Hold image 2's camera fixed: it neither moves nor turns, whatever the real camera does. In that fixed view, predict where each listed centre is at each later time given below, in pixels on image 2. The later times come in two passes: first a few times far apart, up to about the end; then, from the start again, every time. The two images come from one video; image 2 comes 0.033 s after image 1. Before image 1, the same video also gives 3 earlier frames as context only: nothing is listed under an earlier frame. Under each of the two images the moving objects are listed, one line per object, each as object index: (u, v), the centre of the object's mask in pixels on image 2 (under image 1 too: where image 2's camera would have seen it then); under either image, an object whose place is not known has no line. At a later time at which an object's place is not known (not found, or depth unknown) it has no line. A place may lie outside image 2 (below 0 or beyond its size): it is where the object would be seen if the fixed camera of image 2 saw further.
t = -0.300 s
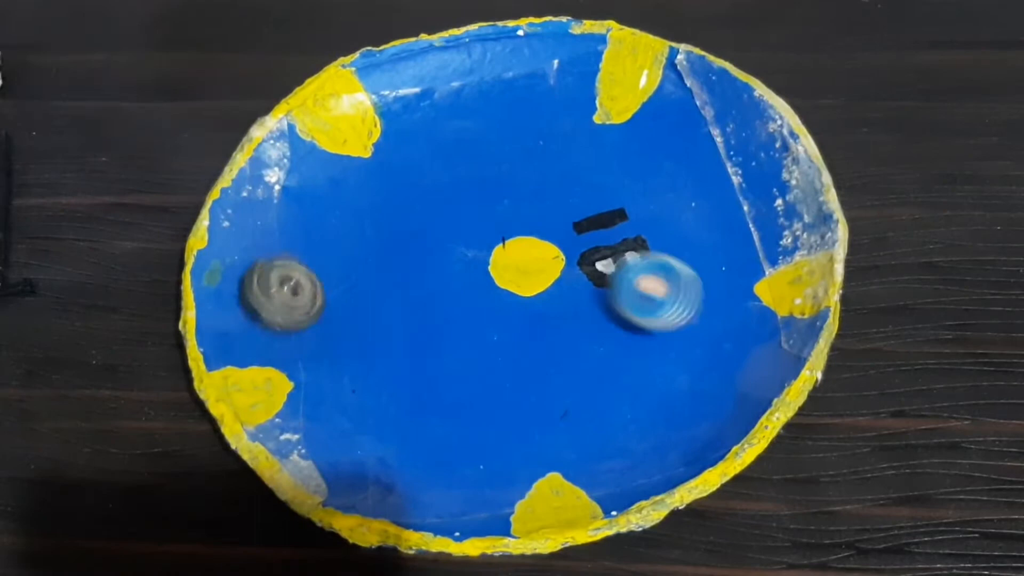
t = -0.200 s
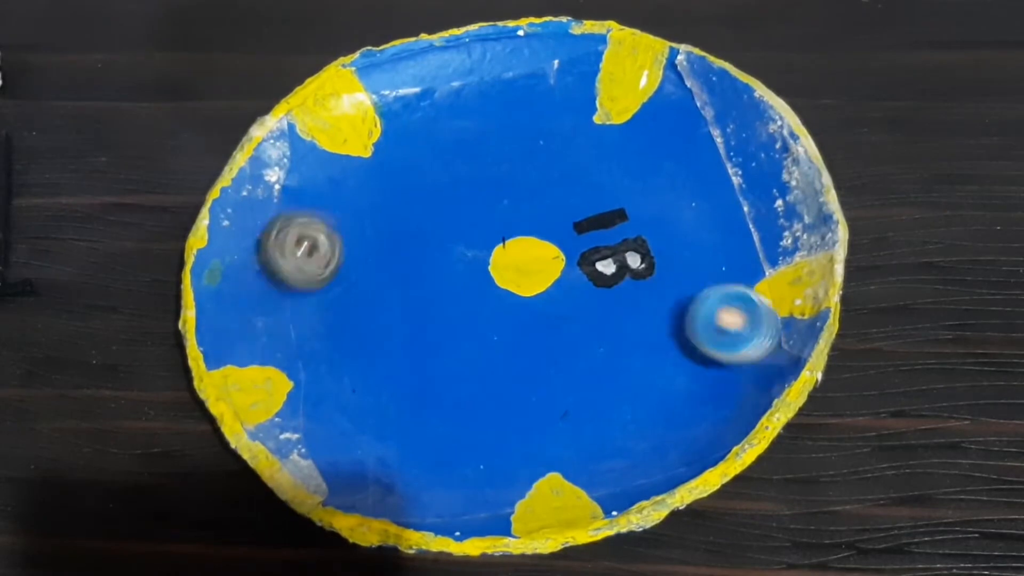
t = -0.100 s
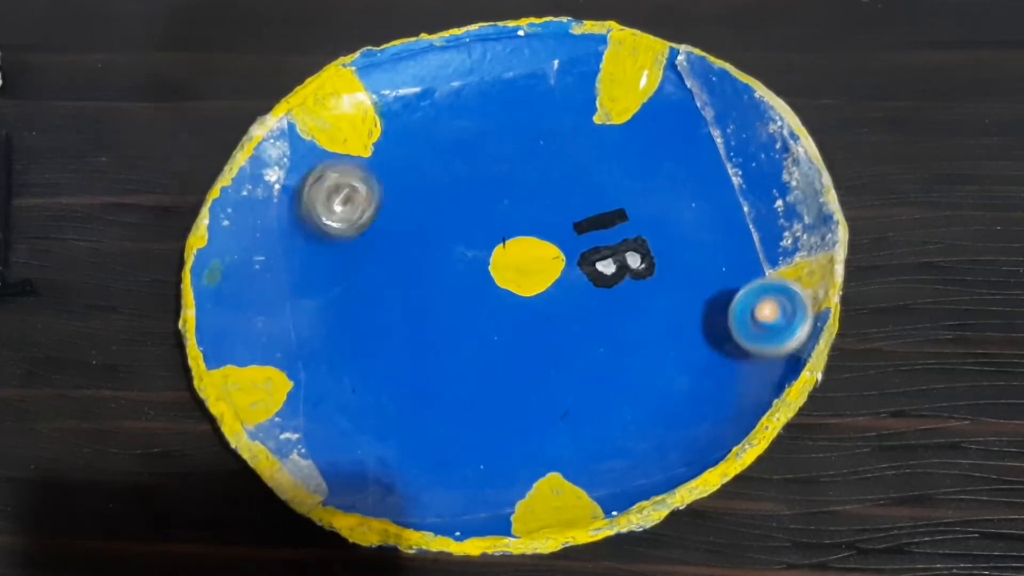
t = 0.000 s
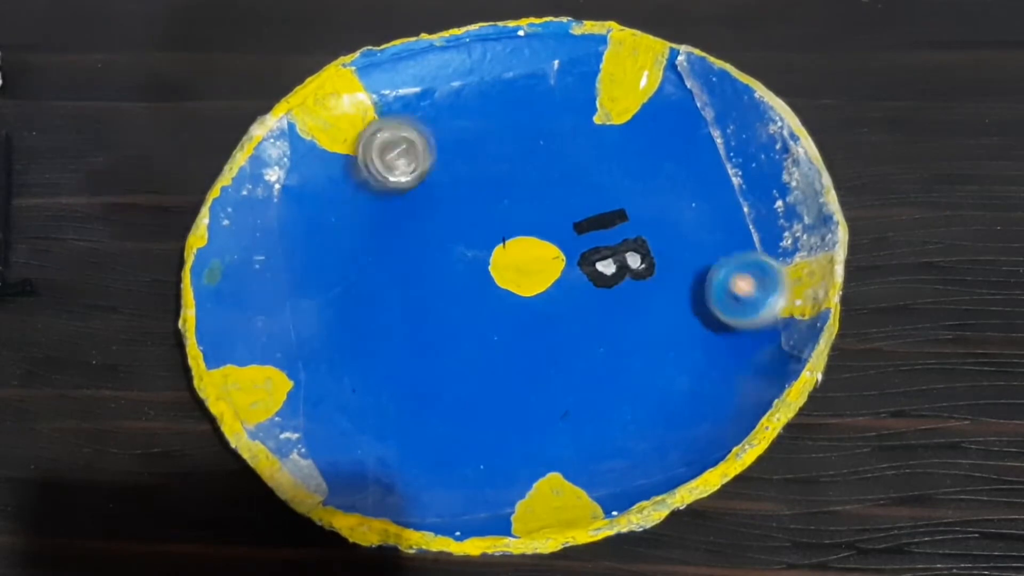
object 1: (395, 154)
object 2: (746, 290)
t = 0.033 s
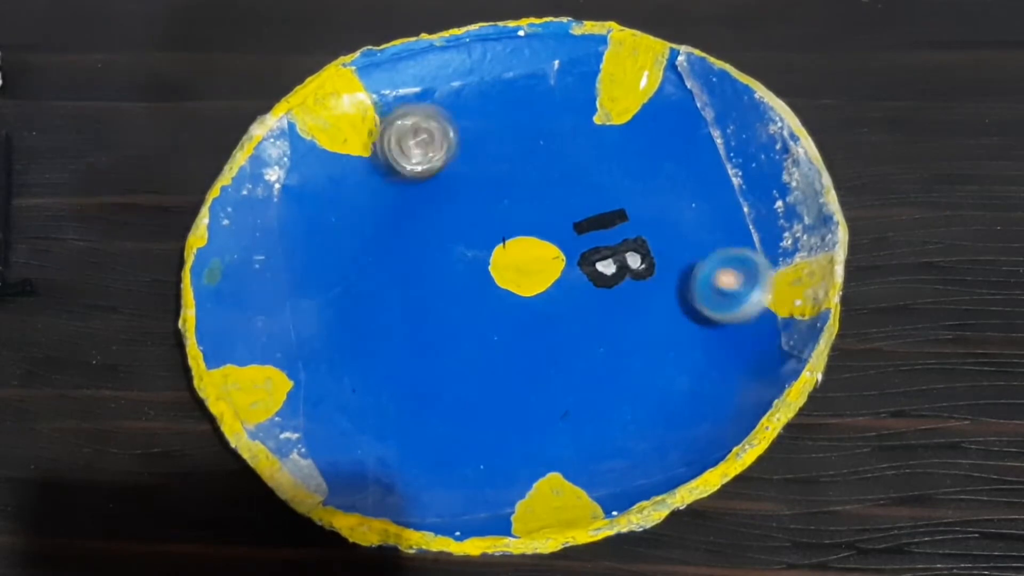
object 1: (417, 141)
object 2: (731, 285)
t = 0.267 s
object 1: (567, 107)
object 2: (679, 278)
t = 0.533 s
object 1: (701, 184)
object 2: (645, 383)
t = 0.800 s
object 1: (717, 327)
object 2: (529, 445)
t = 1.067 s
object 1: (557, 417)
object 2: (445, 427)
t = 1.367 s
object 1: (452, 392)
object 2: (300, 364)
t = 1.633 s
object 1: (437, 352)
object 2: (316, 302)
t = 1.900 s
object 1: (467, 350)
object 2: (332, 199)
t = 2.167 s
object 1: (453, 383)
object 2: (398, 151)
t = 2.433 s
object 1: (401, 392)
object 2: (503, 118)
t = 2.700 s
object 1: (388, 367)
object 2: (624, 129)
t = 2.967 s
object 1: (396, 369)
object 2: (697, 179)
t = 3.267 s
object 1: (380, 386)
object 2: (732, 267)
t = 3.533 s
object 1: (369, 375)
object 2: (705, 337)
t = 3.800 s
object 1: (375, 383)
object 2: (635, 390)
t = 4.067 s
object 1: (363, 397)
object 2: (538, 429)
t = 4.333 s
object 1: (376, 396)
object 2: (456, 429)
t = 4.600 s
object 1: (389, 361)
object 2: (524, 436)
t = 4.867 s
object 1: (384, 379)
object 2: (594, 407)
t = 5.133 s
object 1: (372, 381)
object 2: (629, 406)
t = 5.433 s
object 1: (375, 368)
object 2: (693, 352)
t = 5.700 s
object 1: (362, 377)
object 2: (694, 312)
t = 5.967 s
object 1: (356, 382)
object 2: (700, 318)
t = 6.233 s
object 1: (387, 408)
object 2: (719, 297)
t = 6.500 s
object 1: (415, 433)
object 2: (696, 318)
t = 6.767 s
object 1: (448, 445)
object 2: (703, 334)
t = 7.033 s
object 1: (483, 456)
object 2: (679, 347)
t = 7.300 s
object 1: (542, 449)
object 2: (655, 375)
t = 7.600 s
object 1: (599, 430)
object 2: (658, 366)
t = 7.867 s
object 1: (568, 401)
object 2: (715, 331)
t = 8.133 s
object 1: (566, 398)
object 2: (737, 284)
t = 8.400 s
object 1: (563, 431)
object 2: (696, 303)
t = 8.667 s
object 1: (569, 422)
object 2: (677, 351)
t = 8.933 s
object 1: (573, 418)
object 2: (669, 367)
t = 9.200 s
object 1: (572, 417)
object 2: (643, 379)
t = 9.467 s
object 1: (571, 415)
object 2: (643, 404)
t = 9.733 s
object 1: (572, 415)
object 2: (664, 400)
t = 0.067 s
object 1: (437, 132)
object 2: (714, 279)
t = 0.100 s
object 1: (459, 122)
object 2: (699, 274)
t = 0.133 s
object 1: (481, 115)
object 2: (688, 271)
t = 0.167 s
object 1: (504, 110)
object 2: (681, 270)
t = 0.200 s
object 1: (527, 108)
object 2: (679, 268)
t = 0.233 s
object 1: (546, 107)
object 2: (677, 272)
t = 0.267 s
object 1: (567, 107)
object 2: (679, 278)
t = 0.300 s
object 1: (588, 109)
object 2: (681, 288)
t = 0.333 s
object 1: (608, 114)
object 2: (681, 298)
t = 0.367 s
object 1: (621, 121)
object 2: (680, 310)
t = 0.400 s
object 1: (639, 129)
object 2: (677, 322)
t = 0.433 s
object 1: (658, 140)
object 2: (673, 336)
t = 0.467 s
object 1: (675, 153)
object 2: (667, 351)
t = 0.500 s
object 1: (689, 168)
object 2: (657, 366)
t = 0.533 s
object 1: (701, 184)
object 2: (645, 383)
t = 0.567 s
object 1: (713, 203)
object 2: (631, 397)
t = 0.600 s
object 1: (721, 221)
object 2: (614, 409)
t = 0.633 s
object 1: (728, 239)
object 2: (598, 421)
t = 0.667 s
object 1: (733, 258)
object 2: (582, 431)
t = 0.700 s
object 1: (733, 275)
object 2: (566, 439)
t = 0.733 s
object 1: (731, 291)
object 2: (551, 443)
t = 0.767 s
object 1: (725, 308)
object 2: (539, 446)
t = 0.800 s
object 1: (717, 327)
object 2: (529, 445)
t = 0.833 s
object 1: (706, 343)
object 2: (519, 444)
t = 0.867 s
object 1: (691, 359)
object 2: (509, 443)
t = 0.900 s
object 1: (674, 373)
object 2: (500, 439)
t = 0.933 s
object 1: (654, 386)
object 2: (491, 435)
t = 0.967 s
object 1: (632, 396)
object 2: (481, 433)
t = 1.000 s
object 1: (608, 405)
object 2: (469, 431)
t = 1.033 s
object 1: (581, 413)
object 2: (458, 428)
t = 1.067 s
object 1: (557, 417)
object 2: (445, 427)
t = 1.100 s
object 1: (533, 419)
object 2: (435, 422)
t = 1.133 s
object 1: (510, 418)
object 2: (421, 417)
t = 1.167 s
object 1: (499, 418)
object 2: (392, 411)
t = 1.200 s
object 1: (491, 417)
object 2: (365, 402)
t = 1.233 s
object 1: (485, 414)
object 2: (343, 394)
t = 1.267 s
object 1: (475, 411)
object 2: (327, 386)
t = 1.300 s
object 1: (469, 405)
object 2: (313, 379)
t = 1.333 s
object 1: (459, 399)
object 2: (303, 371)
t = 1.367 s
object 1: (452, 392)
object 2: (300, 364)
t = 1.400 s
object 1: (447, 386)
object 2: (302, 358)
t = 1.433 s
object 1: (443, 380)
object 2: (307, 350)
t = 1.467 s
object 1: (440, 374)
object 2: (311, 344)
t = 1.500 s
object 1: (437, 367)
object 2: (312, 338)
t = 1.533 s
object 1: (437, 362)
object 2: (312, 331)
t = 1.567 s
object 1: (438, 357)
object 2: (312, 322)
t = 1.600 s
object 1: (438, 355)
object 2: (314, 313)
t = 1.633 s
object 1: (437, 352)
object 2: (316, 302)
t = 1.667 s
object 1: (439, 348)
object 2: (318, 289)
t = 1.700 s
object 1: (446, 345)
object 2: (320, 274)
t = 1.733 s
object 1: (453, 345)
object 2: (321, 259)
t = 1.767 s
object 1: (453, 345)
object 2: (323, 243)
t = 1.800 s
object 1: (455, 344)
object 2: (324, 230)
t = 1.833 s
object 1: (458, 344)
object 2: (325, 219)
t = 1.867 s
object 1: (465, 345)
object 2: (328, 209)
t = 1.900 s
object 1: (467, 350)
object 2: (332, 199)
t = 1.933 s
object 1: (469, 355)
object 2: (336, 190)
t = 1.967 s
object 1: (468, 360)
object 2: (342, 183)
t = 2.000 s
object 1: (466, 364)
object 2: (350, 177)
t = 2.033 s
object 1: (465, 367)
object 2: (360, 171)
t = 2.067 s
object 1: (464, 369)
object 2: (369, 166)
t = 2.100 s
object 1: (464, 373)
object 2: (379, 161)
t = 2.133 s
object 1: (460, 379)
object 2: (388, 156)
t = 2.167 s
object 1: (453, 383)
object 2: (398, 151)
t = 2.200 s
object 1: (446, 386)
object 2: (410, 147)
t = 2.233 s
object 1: (438, 391)
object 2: (420, 143)
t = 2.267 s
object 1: (430, 394)
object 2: (433, 138)
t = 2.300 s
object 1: (425, 394)
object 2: (447, 133)
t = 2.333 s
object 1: (418, 396)
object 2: (460, 127)
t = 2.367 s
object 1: (410, 397)
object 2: (473, 123)
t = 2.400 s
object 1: (404, 394)
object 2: (489, 121)
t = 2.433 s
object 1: (401, 392)
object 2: (503, 118)
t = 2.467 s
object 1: (395, 390)
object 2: (518, 116)
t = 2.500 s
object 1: (392, 387)
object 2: (533, 115)
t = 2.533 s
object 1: (391, 384)
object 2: (549, 114)
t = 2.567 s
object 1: (392, 382)
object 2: (564, 115)
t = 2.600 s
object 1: (390, 380)
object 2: (578, 116)
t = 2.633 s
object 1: (387, 377)
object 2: (594, 120)
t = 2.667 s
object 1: (386, 372)
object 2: (608, 125)
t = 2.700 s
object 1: (388, 367)
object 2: (624, 129)
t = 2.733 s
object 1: (388, 366)
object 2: (637, 134)
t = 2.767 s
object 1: (388, 364)
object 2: (647, 139)
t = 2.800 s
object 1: (389, 363)
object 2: (657, 144)
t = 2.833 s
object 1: (391, 362)
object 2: (669, 149)
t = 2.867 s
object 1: (395, 365)
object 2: (678, 156)
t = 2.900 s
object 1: (396, 367)
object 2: (686, 164)
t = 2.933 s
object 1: (397, 369)
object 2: (693, 172)
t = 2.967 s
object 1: (396, 369)
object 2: (697, 179)
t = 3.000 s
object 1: (396, 371)
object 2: (700, 190)
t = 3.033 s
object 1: (395, 375)
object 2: (704, 201)
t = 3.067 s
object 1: (393, 379)
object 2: (709, 211)
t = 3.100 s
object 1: (389, 382)
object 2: (715, 222)
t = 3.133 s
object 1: (386, 383)
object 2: (723, 231)
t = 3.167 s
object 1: (384, 384)
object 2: (727, 240)
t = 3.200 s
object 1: (383, 384)
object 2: (730, 250)
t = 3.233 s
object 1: (383, 385)
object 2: (732, 258)
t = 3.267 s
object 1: (380, 386)
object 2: (732, 267)
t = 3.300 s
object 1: (376, 386)
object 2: (731, 275)
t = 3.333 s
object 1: (372, 384)
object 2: (728, 285)
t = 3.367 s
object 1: (371, 380)
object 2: (725, 294)
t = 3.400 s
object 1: (371, 378)
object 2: (723, 304)
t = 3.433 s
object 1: (371, 378)
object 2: (720, 313)
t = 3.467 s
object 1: (372, 380)
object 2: (717, 322)
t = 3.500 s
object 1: (368, 379)
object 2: (712, 330)
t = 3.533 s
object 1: (369, 375)
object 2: (705, 337)
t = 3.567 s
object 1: (373, 372)
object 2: (697, 343)
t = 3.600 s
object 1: (376, 372)
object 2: (689, 349)
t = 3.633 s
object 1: (374, 376)
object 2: (681, 357)
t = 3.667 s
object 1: (371, 375)
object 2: (672, 364)
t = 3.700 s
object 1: (371, 373)
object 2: (663, 371)
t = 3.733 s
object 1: (373, 373)
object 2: (654, 377)
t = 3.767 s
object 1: (377, 377)
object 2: (644, 384)
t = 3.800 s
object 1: (375, 383)
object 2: (635, 390)
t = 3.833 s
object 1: (371, 386)
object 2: (623, 397)
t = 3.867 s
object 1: (371, 386)
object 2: (611, 402)
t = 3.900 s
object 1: (373, 387)
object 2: (599, 407)
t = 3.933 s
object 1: (373, 389)
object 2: (587, 413)
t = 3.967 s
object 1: (372, 393)
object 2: (574, 418)
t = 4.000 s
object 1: (367, 397)
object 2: (562, 421)
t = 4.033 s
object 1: (363, 398)
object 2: (550, 425)
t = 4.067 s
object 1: (363, 397)
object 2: (538, 429)
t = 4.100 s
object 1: (367, 398)
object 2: (528, 432)
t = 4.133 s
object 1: (369, 401)
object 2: (519, 433)
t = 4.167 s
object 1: (368, 403)
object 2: (509, 432)
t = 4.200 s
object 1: (367, 402)
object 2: (499, 429)
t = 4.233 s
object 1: (370, 399)
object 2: (488, 428)
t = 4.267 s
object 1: (373, 398)
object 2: (477, 428)
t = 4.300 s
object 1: (375, 398)
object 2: (465, 428)
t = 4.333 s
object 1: (376, 396)
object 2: (456, 429)
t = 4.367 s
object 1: (378, 392)
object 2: (454, 432)
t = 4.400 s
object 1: (383, 388)
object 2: (454, 433)
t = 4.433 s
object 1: (385, 384)
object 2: (462, 438)
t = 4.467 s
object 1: (386, 378)
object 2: (476, 443)
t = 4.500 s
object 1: (390, 374)
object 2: (487, 443)
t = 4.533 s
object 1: (388, 371)
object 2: (501, 442)
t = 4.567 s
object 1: (386, 366)
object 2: (513, 440)
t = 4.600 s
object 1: (389, 361)
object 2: (524, 436)
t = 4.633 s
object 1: (393, 360)
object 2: (533, 434)
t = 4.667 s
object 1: (393, 364)
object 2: (544, 433)
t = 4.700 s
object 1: (393, 367)
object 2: (554, 431)
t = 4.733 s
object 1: (389, 370)
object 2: (564, 427)
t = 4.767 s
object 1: (390, 371)
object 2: (573, 421)
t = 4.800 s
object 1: (389, 373)
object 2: (582, 416)
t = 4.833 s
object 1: (387, 376)
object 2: (589, 411)
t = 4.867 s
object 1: (384, 379)
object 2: (594, 407)
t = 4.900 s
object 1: (380, 381)
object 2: (597, 404)
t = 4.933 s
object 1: (377, 383)
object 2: (597, 403)
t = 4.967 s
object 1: (374, 385)
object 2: (599, 405)
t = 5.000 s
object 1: (372, 385)
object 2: (601, 408)
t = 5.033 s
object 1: (372, 384)
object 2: (606, 410)
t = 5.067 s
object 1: (374, 382)
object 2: (613, 410)
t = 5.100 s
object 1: (375, 382)
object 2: (621, 409)
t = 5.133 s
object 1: (372, 381)
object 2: (629, 406)
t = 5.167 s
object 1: (368, 377)
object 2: (637, 401)
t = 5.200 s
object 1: (367, 372)
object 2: (647, 397)
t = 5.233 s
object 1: (369, 368)
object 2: (656, 392)
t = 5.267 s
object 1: (375, 366)
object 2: (663, 385)
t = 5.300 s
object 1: (377, 370)
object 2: (671, 378)
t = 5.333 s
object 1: (375, 372)
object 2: (681, 372)
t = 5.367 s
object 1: (374, 370)
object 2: (686, 367)
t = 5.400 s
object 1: (375, 368)
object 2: (690, 360)
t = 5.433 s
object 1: (375, 368)
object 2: (693, 352)
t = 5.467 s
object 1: (375, 369)
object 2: (698, 344)
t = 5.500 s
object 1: (372, 371)
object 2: (701, 336)
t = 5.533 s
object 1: (369, 373)
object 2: (703, 327)
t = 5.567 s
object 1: (366, 376)
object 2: (703, 320)
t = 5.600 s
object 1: (363, 379)
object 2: (702, 316)
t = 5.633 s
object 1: (360, 380)
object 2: (699, 314)
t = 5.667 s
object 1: (361, 378)
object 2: (696, 313)
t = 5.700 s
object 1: (362, 377)
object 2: (694, 312)
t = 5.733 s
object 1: (359, 379)
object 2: (693, 311)
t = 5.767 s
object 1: (355, 379)
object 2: (693, 311)
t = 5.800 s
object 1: (354, 380)
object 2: (694, 311)
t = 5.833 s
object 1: (352, 381)
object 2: (695, 311)
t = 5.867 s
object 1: (351, 381)
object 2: (698, 312)
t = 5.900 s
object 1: (349, 382)
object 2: (698, 313)
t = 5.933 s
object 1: (348, 383)
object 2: (698, 315)
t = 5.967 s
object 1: (356, 382)
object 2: (700, 318)
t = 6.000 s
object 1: (361, 385)
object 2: (702, 322)
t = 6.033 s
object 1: (368, 389)
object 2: (705, 326)
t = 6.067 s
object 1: (370, 396)
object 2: (709, 328)
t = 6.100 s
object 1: (370, 402)
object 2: (712, 325)
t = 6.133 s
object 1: (370, 404)
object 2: (715, 319)
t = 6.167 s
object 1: (375, 402)
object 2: (719, 311)
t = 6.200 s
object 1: (383, 403)
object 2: (720, 303)
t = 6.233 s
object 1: (387, 408)
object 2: (719, 297)
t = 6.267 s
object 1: (389, 415)
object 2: (717, 295)
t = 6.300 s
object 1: (386, 422)
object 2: (714, 293)
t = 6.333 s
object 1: (385, 423)
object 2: (711, 293)
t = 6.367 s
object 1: (393, 422)
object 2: (707, 296)
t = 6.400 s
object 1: (398, 422)
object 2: (703, 301)
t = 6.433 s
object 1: (407, 424)
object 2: (700, 306)
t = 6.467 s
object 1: (410, 428)
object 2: (698, 312)
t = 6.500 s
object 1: (415, 433)
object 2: (696, 318)
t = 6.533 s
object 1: (415, 435)
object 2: (695, 323)
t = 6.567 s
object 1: (418, 432)
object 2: (695, 330)
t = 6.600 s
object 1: (426, 429)
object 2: (695, 336)
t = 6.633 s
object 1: (431, 430)
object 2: (698, 339)
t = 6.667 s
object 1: (439, 431)
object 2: (700, 340)
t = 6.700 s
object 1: (445, 435)
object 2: (702, 338)
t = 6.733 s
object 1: (448, 441)
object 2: (704, 336)
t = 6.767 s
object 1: (448, 445)
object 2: (703, 334)
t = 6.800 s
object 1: (449, 444)
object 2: (703, 333)
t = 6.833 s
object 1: (457, 442)
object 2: (701, 332)
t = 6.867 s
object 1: (467, 443)
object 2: (698, 330)
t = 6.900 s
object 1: (475, 446)
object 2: (694, 331)
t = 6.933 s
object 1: (481, 451)
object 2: (689, 334)
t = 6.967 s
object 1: (482, 457)
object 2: (684, 338)
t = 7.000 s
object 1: (482, 459)
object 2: (681, 343)
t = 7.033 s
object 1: (483, 456)
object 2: (679, 347)
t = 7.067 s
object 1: (491, 452)
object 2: (677, 352)
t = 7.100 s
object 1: (503, 450)
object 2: (676, 356)
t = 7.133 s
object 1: (515, 451)
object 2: (672, 359)
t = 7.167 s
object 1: (525, 456)
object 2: (669, 361)
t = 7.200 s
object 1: (530, 457)
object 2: (665, 364)
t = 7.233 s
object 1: (533, 454)
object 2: (661, 367)
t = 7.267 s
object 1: (537, 453)
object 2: (657, 371)
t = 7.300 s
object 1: (542, 449)
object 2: (655, 375)
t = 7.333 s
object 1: (550, 448)
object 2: (655, 377)
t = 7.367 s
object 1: (559, 445)
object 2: (657, 376)
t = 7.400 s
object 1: (569, 447)
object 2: (660, 374)
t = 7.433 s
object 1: (575, 446)
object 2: (662, 372)
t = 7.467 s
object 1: (582, 444)
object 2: (664, 370)
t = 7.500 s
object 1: (586, 441)
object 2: (664, 367)
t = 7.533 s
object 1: (592, 438)
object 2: (661, 366)
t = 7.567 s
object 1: (595, 434)
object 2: (658, 366)
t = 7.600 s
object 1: (599, 430)
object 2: (658, 366)
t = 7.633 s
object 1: (592, 430)
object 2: (669, 359)
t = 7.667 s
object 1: (588, 427)
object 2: (676, 354)
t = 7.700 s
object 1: (585, 423)
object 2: (681, 349)
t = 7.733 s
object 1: (582, 415)
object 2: (688, 346)
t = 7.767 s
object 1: (579, 410)
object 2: (695, 342)
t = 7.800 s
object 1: (575, 407)
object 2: (703, 338)
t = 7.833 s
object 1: (570, 404)
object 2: (709, 335)
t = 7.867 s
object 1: (568, 401)
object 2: (715, 331)
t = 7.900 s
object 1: (565, 397)
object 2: (720, 325)
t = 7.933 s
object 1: (563, 395)
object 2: (726, 320)
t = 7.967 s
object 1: (562, 394)
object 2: (732, 316)
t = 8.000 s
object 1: (562, 394)
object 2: (736, 311)
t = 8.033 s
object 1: (562, 394)
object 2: (738, 305)
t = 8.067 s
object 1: (562, 395)
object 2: (739, 298)
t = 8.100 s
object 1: (564, 396)
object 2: (739, 291)
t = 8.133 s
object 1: (566, 398)
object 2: (737, 284)
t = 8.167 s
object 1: (568, 402)
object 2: (730, 281)
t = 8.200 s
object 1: (570, 407)
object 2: (724, 279)
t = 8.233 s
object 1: (571, 413)
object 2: (718, 280)
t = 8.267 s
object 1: (571, 419)
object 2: (712, 283)
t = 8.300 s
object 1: (569, 422)
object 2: (708, 287)
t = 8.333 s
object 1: (567, 426)
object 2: (704, 292)
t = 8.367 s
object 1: (566, 429)
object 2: (700, 297)
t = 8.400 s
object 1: (563, 431)
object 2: (696, 303)
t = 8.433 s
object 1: (561, 432)
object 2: (692, 309)
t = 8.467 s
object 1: (560, 433)
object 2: (689, 315)
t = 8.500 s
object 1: (561, 433)
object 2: (687, 320)
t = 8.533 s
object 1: (562, 431)
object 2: (684, 326)
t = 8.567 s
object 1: (565, 429)
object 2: (681, 333)
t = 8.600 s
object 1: (566, 427)
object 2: (679, 339)
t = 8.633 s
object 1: (568, 424)
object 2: (678, 345)
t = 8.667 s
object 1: (569, 422)
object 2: (677, 351)
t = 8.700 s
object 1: (571, 420)
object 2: (677, 356)
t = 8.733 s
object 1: (572, 416)
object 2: (678, 360)
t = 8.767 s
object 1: (572, 413)
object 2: (678, 362)
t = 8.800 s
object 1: (572, 412)
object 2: (677, 363)
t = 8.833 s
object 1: (572, 411)
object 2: (676, 364)
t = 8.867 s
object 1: (572, 412)
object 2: (675, 365)
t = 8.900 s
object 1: (572, 416)
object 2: (673, 366)
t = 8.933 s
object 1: (573, 418)
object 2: (669, 367)
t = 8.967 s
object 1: (572, 419)
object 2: (665, 367)
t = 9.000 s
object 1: (573, 417)
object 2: (661, 369)
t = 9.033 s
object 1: (572, 415)
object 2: (657, 371)
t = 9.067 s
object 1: (573, 416)
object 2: (653, 373)
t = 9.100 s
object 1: (572, 417)
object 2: (650, 374)
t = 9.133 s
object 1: (572, 417)
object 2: (648, 376)
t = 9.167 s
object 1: (572, 417)
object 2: (646, 377)
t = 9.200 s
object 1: (572, 417)
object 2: (643, 379)
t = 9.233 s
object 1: (573, 417)
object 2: (641, 381)
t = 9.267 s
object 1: (571, 418)
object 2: (637, 383)
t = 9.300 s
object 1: (571, 417)
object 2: (634, 385)
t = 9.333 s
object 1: (570, 417)
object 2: (632, 387)
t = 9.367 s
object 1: (569, 416)
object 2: (632, 391)
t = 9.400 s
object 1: (569, 415)
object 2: (635, 395)
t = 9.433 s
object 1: (570, 415)
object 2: (638, 400)
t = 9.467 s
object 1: (571, 415)
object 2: (643, 404)
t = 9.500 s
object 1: (572, 416)
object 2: (649, 407)
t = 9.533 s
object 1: (572, 415)
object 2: (652, 407)
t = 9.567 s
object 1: (572, 415)
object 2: (656, 406)
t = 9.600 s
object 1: (572, 415)
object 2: (659, 404)
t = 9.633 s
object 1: (572, 415)
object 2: (663, 402)
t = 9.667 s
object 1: (573, 415)
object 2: (665, 401)
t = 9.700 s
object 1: (572, 415)
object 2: (665, 400)
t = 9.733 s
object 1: (572, 415)
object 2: (664, 400)
